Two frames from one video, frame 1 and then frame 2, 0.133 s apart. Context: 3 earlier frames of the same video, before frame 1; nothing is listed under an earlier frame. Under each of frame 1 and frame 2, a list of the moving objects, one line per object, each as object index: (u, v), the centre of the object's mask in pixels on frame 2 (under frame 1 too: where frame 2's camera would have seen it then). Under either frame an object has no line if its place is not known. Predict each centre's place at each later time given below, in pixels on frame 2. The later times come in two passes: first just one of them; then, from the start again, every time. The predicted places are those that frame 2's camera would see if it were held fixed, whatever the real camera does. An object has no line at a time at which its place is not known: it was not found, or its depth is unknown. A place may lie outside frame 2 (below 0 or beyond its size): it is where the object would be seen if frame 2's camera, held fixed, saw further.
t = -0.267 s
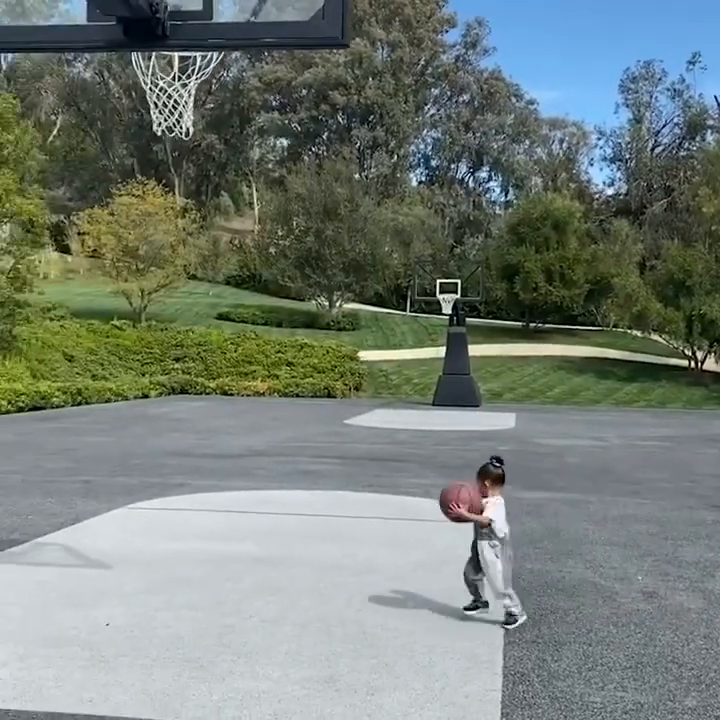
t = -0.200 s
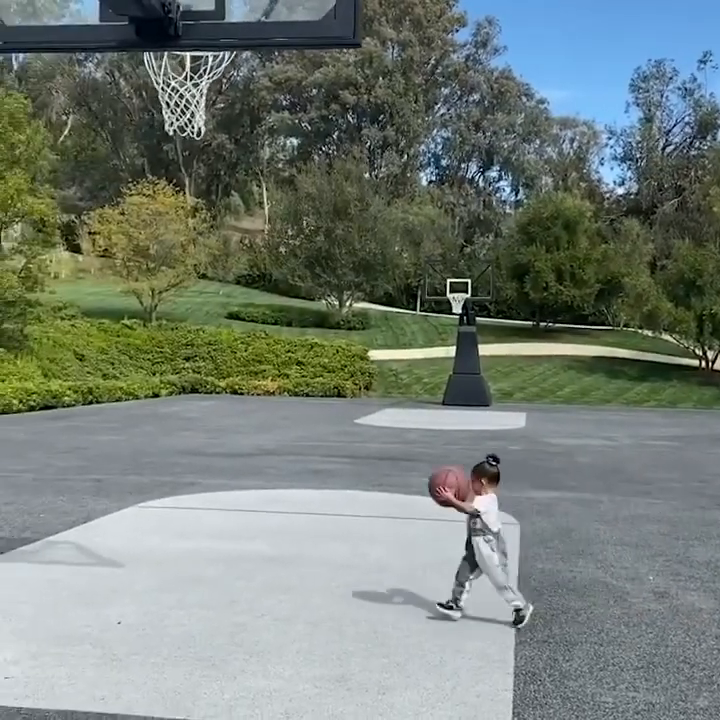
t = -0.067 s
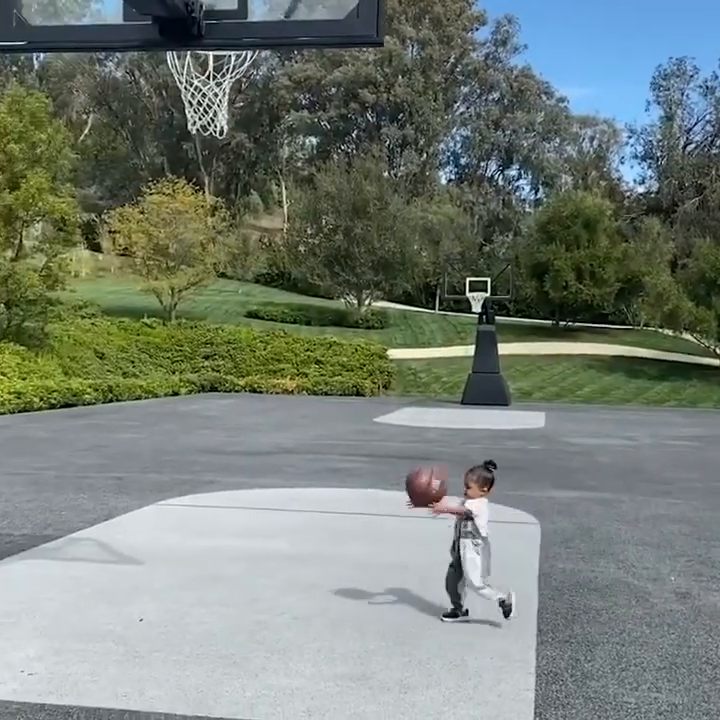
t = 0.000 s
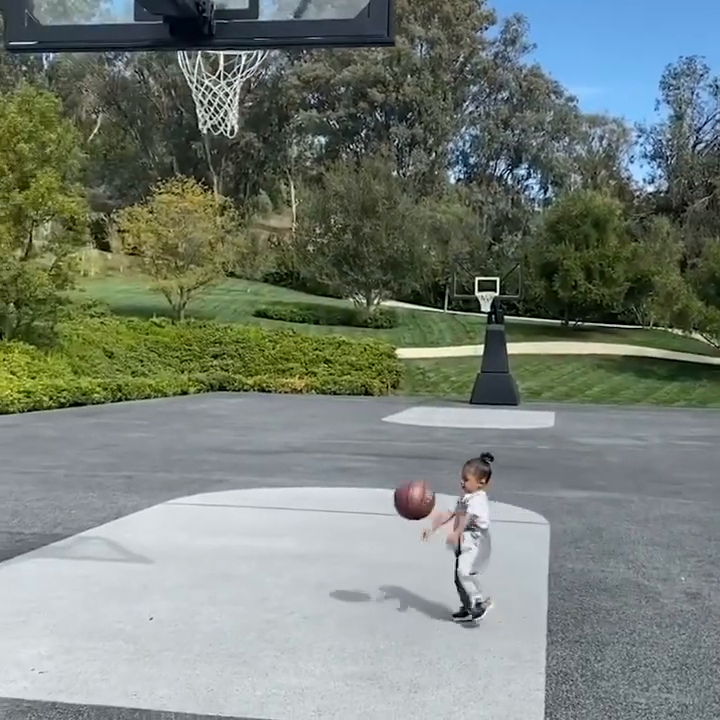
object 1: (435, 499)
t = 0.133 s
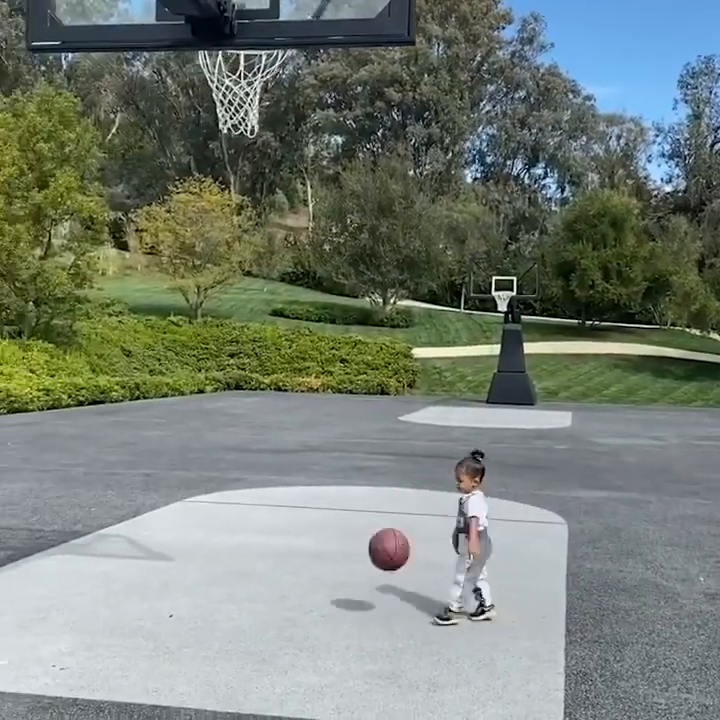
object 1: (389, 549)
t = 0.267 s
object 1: (352, 575)
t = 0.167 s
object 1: (377, 567)
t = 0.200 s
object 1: (366, 587)
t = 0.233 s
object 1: (357, 594)
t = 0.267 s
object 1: (352, 575)
